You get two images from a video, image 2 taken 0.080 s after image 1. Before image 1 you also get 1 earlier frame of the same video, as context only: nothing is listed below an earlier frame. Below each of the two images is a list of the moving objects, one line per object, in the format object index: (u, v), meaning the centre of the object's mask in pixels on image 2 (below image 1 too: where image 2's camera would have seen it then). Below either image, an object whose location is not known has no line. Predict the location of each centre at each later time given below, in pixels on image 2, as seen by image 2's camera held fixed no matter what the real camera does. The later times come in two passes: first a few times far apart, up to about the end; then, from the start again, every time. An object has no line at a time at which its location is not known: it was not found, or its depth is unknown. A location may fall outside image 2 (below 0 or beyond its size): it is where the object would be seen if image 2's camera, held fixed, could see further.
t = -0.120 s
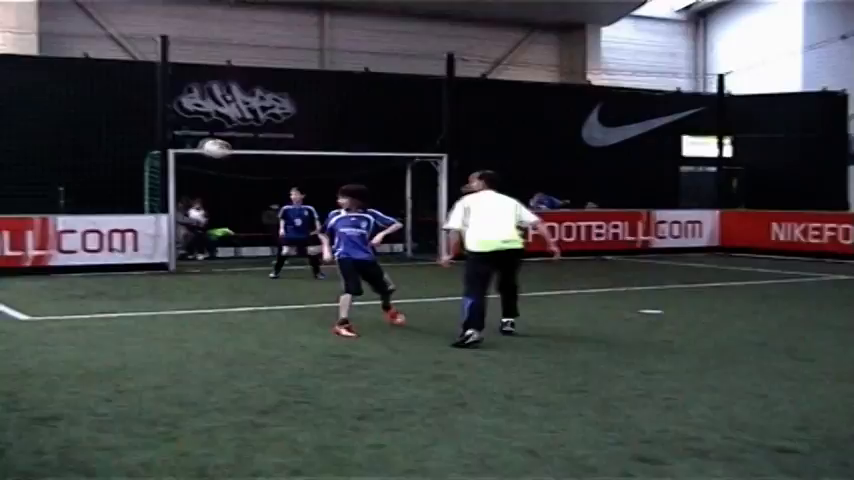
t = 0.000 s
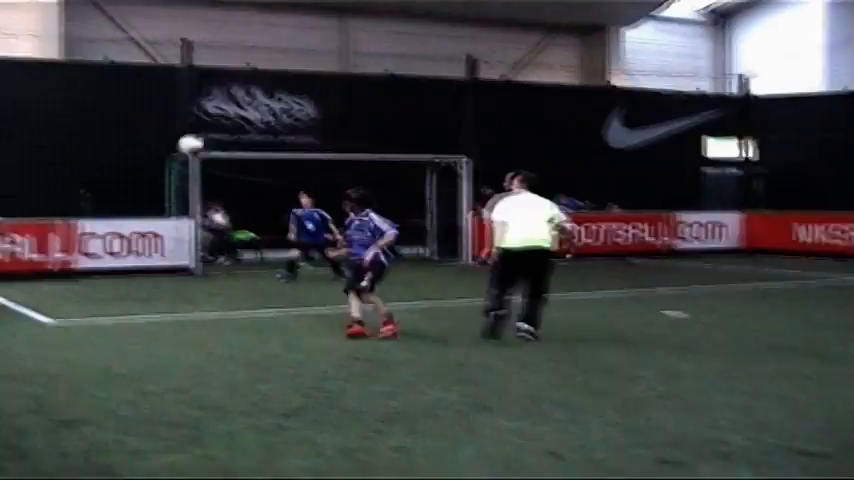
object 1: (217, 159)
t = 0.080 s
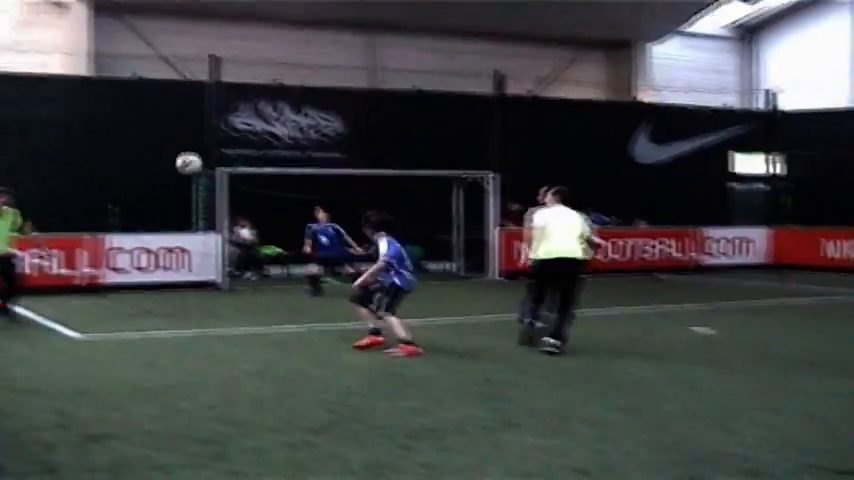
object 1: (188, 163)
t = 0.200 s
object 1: (147, 176)
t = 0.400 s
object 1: (87, 222)
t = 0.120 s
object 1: (175, 166)
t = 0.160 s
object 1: (161, 170)
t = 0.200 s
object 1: (147, 176)
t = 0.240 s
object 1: (136, 183)
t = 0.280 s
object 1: (123, 192)
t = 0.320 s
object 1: (111, 201)
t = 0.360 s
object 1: (99, 212)
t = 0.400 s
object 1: (87, 222)
